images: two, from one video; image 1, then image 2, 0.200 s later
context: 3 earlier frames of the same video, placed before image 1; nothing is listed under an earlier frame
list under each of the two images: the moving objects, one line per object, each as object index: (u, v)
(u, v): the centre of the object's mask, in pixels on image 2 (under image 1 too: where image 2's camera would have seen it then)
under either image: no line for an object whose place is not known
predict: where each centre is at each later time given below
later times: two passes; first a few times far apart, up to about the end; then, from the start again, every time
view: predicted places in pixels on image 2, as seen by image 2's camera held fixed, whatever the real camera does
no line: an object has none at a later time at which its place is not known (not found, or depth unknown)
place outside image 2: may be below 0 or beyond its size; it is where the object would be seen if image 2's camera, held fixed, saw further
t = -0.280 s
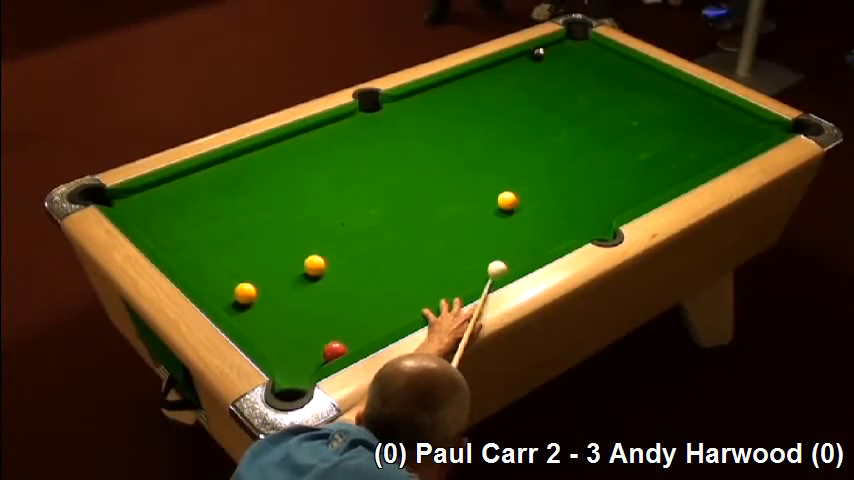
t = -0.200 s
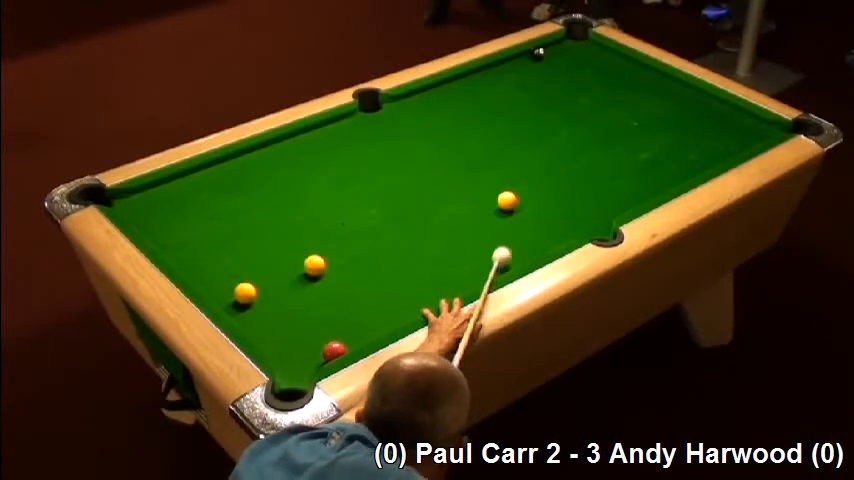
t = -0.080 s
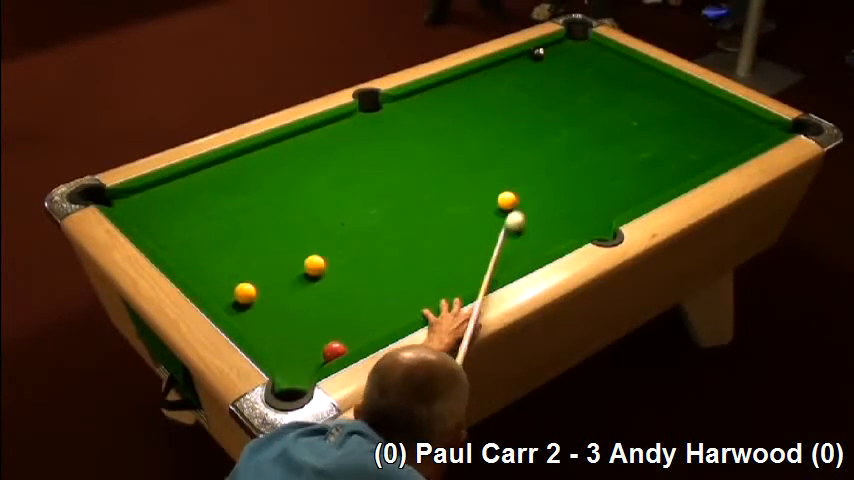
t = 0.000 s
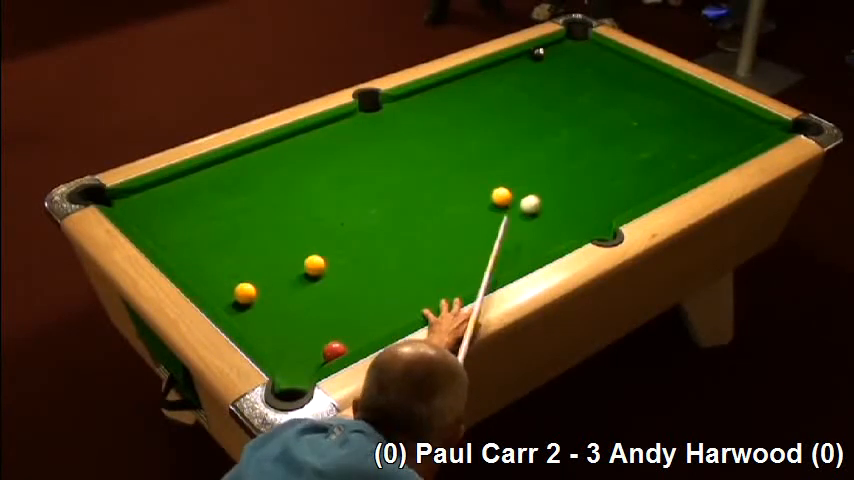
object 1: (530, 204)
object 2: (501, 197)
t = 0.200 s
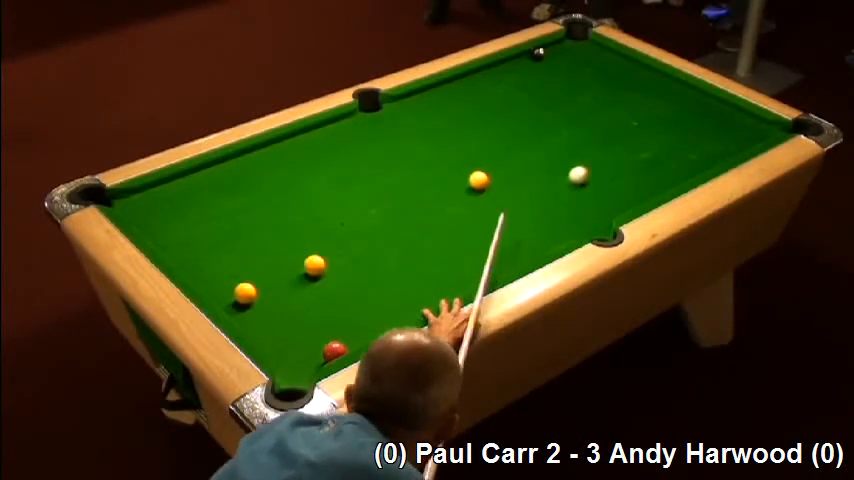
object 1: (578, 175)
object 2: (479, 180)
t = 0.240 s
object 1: (587, 170)
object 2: (475, 177)
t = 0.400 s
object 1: (620, 149)
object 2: (458, 166)
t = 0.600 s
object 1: (658, 125)
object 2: (440, 153)
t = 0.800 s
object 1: (692, 104)
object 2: (423, 141)
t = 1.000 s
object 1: (688, 101)
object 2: (408, 130)
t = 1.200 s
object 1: (657, 110)
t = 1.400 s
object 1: (626, 121)
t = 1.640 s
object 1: (589, 133)
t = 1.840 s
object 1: (557, 143)
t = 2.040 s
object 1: (526, 153)
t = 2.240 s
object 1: (495, 164)
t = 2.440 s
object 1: (464, 174)
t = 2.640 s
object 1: (434, 185)
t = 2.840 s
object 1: (405, 195)
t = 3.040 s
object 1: (375, 205)
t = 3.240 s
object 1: (346, 214)
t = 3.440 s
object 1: (317, 224)
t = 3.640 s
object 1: (289, 233)
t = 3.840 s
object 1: (262, 242)
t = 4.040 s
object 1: (236, 252)
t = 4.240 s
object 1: (211, 260)
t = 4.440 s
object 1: (188, 266)
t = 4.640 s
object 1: (200, 261)
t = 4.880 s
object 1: (216, 254)
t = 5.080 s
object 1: (227, 249)
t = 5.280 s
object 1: (237, 245)
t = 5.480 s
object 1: (245, 241)
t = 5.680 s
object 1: (252, 238)
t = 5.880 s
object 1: (256, 236)
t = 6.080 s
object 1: (259, 235)
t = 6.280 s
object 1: (260, 234)
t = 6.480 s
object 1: (260, 234)
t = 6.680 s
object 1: (260, 234)
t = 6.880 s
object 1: (260, 234)
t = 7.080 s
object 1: (260, 234)
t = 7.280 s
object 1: (260, 234)
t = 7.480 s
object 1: (260, 234)
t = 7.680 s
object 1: (260, 234)
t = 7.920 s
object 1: (260, 234)
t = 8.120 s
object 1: (260, 234)
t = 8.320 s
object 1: (260, 234)
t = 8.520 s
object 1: (260, 234)
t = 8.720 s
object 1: (260, 234)
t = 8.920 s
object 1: (261, 234)
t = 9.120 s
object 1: (261, 234)
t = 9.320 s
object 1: (260, 234)
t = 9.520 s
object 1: (261, 234)
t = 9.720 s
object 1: (260, 234)
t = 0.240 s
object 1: (587, 170)
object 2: (475, 177)
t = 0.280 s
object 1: (596, 164)
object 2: (470, 174)
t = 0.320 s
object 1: (604, 159)
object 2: (466, 172)
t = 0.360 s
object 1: (612, 154)
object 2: (462, 169)
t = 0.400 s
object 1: (620, 149)
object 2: (458, 166)
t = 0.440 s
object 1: (628, 144)
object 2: (454, 163)
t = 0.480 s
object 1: (636, 139)
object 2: (451, 160)
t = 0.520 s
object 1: (643, 134)
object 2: (447, 158)
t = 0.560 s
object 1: (651, 129)
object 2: (444, 155)
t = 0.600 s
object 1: (658, 125)
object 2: (440, 153)
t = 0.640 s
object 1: (665, 120)
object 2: (436, 150)
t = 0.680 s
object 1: (672, 116)
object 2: (433, 148)
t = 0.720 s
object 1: (679, 112)
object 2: (430, 146)
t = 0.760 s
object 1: (685, 108)
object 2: (427, 143)
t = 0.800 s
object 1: (692, 104)
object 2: (423, 141)
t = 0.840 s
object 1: (698, 100)
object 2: (420, 139)
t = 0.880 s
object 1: (704, 96)
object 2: (417, 136)
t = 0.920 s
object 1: (702, 96)
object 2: (414, 134)
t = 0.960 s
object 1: (695, 99)
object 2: (411, 132)
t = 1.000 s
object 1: (688, 101)
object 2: (408, 130)
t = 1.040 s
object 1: (682, 103)
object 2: (405, 128)
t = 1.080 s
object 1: (676, 105)
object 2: (402, 126)
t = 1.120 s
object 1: (670, 106)
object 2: (399, 124)
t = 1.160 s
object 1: (664, 109)
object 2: (396, 122)
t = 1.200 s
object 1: (657, 110)
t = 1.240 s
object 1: (651, 113)
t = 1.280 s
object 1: (645, 115)
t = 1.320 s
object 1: (639, 117)
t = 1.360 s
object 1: (632, 119)
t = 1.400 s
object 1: (626, 121)
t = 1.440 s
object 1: (620, 123)
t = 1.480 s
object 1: (614, 125)
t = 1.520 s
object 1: (607, 127)
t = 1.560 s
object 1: (601, 129)
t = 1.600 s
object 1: (595, 131)
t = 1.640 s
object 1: (589, 133)
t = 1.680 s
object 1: (582, 135)
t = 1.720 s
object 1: (576, 137)
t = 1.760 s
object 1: (570, 139)
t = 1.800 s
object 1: (564, 141)
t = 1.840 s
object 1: (557, 143)
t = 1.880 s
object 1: (551, 145)
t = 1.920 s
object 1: (545, 147)
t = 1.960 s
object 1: (538, 149)
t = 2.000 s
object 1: (532, 151)
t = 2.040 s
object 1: (526, 153)
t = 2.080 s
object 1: (520, 156)
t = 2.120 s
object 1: (514, 158)
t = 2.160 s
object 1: (507, 160)
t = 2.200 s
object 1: (501, 162)
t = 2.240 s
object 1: (495, 164)
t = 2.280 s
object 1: (489, 166)
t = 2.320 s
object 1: (482, 168)
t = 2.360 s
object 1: (477, 170)
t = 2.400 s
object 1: (470, 172)
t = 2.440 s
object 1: (464, 174)
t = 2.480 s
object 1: (458, 176)
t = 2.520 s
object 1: (452, 178)
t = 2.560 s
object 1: (446, 180)
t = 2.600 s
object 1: (440, 182)
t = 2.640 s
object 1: (434, 185)
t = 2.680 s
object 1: (428, 186)
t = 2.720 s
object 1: (422, 189)
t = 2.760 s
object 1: (416, 191)
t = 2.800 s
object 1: (410, 193)
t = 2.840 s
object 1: (405, 195)
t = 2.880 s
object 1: (399, 197)
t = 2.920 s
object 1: (393, 199)
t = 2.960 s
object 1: (387, 201)
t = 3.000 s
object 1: (381, 202)
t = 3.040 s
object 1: (375, 205)
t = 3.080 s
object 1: (370, 207)
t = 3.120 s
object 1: (364, 209)
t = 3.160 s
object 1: (358, 211)
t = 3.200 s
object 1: (352, 212)
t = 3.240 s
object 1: (346, 214)
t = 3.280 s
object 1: (340, 216)
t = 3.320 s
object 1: (334, 218)
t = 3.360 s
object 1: (329, 220)
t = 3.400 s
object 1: (323, 222)
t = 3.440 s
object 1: (317, 224)
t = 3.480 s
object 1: (312, 226)
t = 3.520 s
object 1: (306, 228)
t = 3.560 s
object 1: (300, 230)
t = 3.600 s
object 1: (295, 231)
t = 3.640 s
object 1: (289, 233)
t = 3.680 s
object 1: (283, 235)
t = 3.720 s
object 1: (279, 237)
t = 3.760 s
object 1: (273, 239)
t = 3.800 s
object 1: (267, 241)
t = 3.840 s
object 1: (262, 242)
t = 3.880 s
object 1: (257, 244)
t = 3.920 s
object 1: (252, 246)
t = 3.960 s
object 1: (246, 248)
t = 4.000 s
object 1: (241, 250)
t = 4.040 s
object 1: (236, 252)
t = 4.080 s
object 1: (231, 253)
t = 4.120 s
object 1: (226, 255)
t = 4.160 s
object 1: (221, 257)
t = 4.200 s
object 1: (216, 258)
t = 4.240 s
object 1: (211, 260)
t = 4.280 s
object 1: (206, 262)
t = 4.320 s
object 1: (201, 263)
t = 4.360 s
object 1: (196, 265)
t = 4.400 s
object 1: (192, 266)
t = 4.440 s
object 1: (188, 266)
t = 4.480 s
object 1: (189, 266)
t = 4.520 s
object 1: (192, 265)
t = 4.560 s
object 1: (194, 264)
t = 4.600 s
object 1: (197, 263)
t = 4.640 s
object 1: (200, 261)
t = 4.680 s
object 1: (203, 260)
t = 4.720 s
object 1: (205, 259)
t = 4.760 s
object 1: (208, 258)
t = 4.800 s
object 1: (211, 257)
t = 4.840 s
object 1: (213, 255)
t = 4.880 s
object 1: (216, 254)
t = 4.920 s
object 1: (218, 253)
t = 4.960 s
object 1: (221, 252)
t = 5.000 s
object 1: (223, 251)
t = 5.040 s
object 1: (225, 250)
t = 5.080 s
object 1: (227, 249)
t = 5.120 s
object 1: (229, 248)
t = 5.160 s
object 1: (231, 247)
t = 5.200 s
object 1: (233, 246)
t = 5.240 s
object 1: (235, 245)
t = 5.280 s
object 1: (237, 245)
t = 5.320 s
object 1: (239, 244)
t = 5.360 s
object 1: (240, 243)
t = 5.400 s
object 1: (242, 243)
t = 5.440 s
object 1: (244, 242)
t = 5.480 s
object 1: (245, 241)
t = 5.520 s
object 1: (247, 241)
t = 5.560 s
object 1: (248, 240)
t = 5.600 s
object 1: (249, 239)
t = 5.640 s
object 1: (251, 239)
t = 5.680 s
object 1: (252, 238)
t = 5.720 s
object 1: (253, 238)
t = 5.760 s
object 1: (254, 237)
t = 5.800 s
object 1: (254, 237)
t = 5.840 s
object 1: (255, 236)
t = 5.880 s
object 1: (256, 236)
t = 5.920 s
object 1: (257, 236)
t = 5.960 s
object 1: (258, 236)
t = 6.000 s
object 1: (258, 235)
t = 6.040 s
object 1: (259, 235)
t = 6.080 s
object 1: (259, 235)
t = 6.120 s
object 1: (259, 235)
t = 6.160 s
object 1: (260, 235)
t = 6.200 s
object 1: (260, 234)
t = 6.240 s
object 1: (260, 234)
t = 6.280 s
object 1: (260, 234)
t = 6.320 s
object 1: (260, 234)
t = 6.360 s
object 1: (260, 234)
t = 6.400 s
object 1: (260, 234)
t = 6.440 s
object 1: (260, 234)
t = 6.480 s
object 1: (260, 234)
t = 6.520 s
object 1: (260, 234)
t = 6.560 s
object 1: (260, 234)
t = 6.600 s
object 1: (260, 234)
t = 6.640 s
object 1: (260, 234)
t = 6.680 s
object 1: (260, 234)
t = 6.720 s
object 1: (260, 234)
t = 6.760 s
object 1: (260, 234)
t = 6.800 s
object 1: (260, 234)
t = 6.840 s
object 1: (260, 234)
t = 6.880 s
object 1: (260, 234)
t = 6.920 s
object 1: (260, 234)
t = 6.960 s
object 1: (260, 234)
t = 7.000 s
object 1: (260, 234)
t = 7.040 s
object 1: (260, 234)
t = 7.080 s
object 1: (260, 234)
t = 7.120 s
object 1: (260, 234)
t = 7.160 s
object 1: (260, 234)
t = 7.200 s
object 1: (260, 234)
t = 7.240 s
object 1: (260, 234)
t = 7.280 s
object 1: (260, 234)
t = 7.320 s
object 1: (260, 234)
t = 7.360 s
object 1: (260, 234)
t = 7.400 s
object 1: (260, 234)
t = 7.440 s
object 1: (260, 234)
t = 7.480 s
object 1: (260, 234)
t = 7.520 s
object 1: (260, 234)
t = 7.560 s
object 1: (260, 234)
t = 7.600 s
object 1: (260, 234)
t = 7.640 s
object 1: (260, 234)
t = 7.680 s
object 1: (260, 234)
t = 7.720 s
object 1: (260, 234)
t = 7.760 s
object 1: (260, 234)
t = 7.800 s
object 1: (260, 234)
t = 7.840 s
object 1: (260, 234)
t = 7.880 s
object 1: (260, 234)
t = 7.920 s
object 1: (260, 234)
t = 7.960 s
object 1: (260, 234)
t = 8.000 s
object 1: (260, 234)
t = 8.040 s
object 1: (260, 234)
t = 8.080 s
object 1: (260, 234)
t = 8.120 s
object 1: (260, 234)
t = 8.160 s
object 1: (260, 234)
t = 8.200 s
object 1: (260, 234)
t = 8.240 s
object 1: (260, 234)
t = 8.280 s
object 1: (260, 234)
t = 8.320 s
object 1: (260, 234)
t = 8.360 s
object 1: (260, 234)
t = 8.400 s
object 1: (260, 234)
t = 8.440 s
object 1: (260, 234)
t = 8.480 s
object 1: (260, 234)
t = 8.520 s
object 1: (260, 234)
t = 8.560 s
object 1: (260, 234)
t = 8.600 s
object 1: (260, 234)
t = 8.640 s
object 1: (260, 234)
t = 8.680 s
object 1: (260, 234)
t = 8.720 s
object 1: (260, 234)
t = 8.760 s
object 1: (260, 234)
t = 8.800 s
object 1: (260, 234)
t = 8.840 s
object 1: (260, 234)
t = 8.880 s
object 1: (261, 234)
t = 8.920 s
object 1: (261, 234)
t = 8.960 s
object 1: (261, 234)
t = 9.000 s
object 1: (261, 234)
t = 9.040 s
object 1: (261, 234)
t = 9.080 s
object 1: (261, 234)
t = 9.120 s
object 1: (261, 234)
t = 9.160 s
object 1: (261, 234)
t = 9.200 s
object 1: (261, 234)
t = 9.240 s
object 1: (261, 234)
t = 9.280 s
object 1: (261, 234)
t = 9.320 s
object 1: (260, 234)
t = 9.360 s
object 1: (261, 234)
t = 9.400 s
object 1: (261, 234)
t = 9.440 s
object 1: (261, 234)
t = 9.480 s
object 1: (261, 234)
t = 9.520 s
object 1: (261, 234)
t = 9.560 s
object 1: (261, 234)
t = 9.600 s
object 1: (261, 234)
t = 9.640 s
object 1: (261, 234)
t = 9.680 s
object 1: (260, 234)
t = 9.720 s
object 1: (260, 234)
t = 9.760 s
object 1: (261, 234)
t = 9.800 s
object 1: (261, 234)
